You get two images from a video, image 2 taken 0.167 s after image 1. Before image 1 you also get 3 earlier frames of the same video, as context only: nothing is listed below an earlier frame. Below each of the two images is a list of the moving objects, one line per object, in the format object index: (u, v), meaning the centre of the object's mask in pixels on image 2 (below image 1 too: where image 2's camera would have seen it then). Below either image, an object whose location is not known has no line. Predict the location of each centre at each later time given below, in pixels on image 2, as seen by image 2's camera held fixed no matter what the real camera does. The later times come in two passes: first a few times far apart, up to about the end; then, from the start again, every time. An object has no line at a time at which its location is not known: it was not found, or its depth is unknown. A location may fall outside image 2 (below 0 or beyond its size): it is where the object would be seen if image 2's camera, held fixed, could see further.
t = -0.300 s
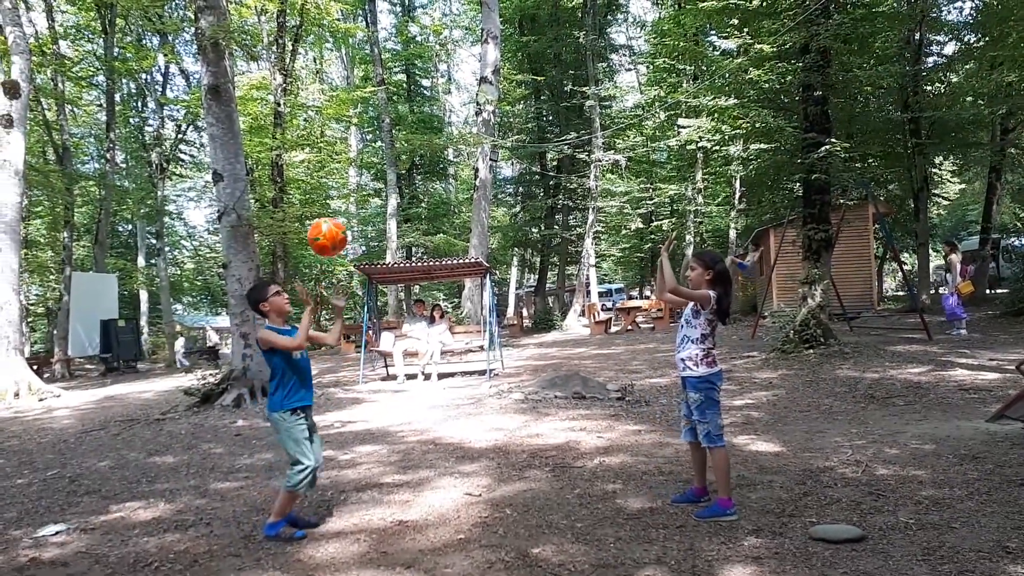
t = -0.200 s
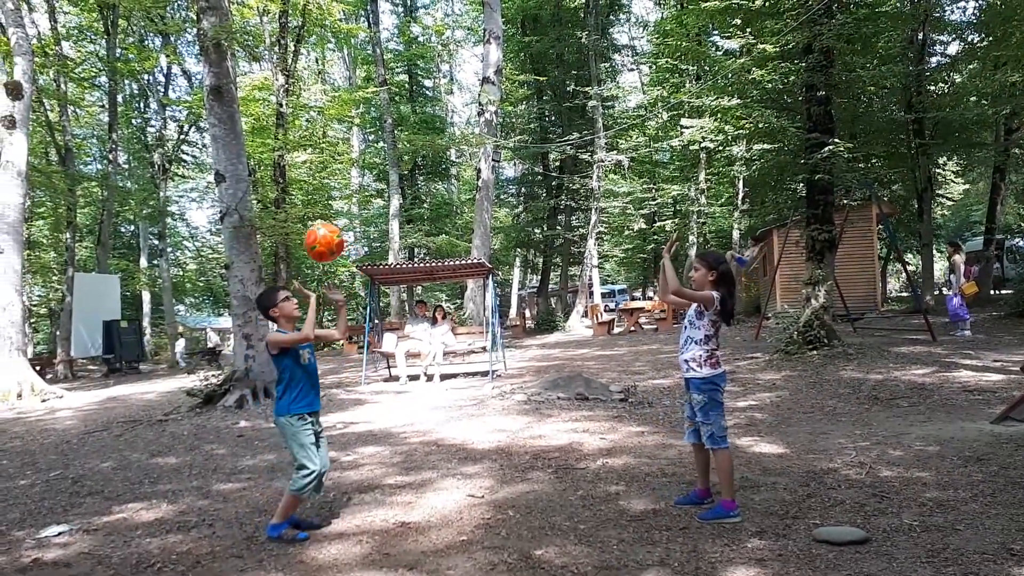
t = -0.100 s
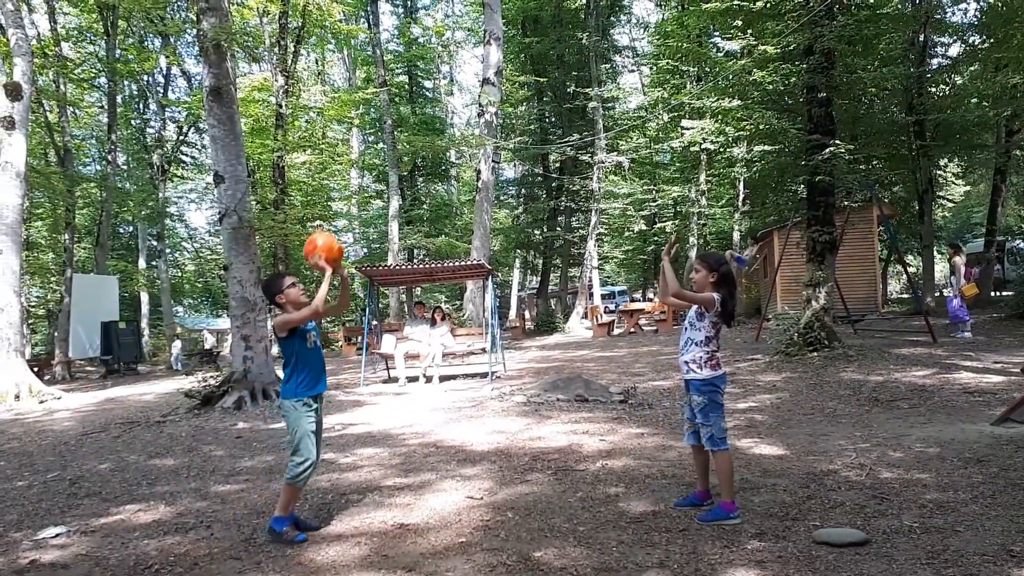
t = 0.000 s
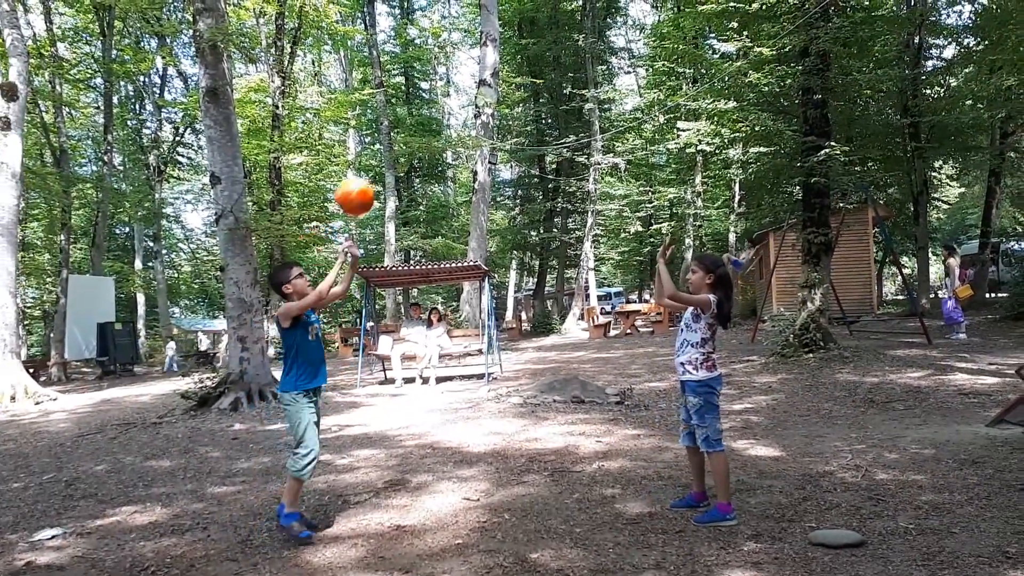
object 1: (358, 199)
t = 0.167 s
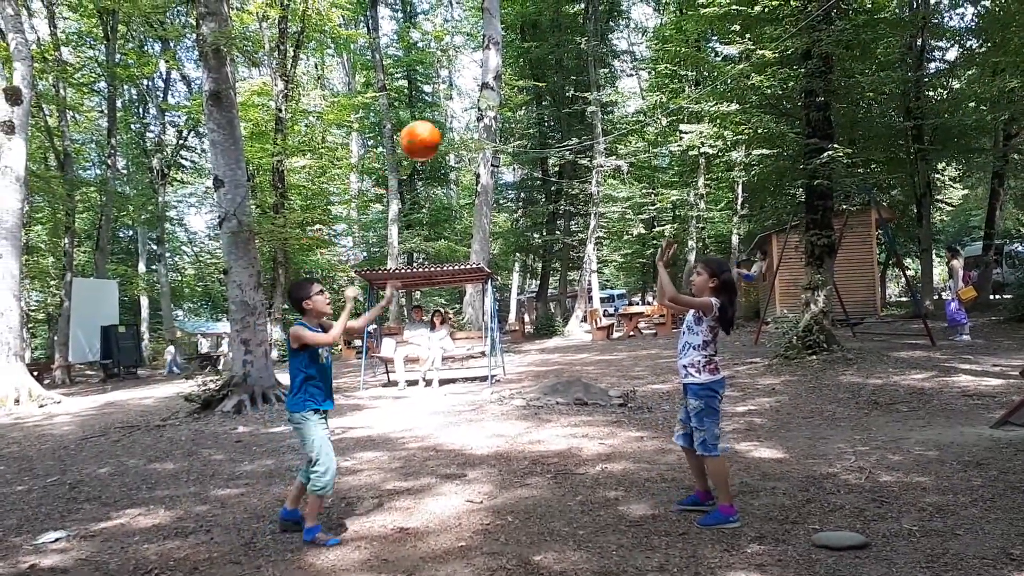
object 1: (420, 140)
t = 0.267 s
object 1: (457, 128)
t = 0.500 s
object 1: (548, 168)
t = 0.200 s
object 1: (433, 134)
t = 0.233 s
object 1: (445, 130)
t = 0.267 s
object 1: (457, 128)
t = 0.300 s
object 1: (470, 127)
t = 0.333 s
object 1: (484, 130)
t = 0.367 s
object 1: (496, 133)
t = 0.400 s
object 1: (509, 139)
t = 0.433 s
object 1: (522, 146)
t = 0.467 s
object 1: (535, 156)
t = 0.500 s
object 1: (548, 168)
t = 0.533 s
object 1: (561, 182)
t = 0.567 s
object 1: (574, 198)
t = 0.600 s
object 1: (587, 215)
